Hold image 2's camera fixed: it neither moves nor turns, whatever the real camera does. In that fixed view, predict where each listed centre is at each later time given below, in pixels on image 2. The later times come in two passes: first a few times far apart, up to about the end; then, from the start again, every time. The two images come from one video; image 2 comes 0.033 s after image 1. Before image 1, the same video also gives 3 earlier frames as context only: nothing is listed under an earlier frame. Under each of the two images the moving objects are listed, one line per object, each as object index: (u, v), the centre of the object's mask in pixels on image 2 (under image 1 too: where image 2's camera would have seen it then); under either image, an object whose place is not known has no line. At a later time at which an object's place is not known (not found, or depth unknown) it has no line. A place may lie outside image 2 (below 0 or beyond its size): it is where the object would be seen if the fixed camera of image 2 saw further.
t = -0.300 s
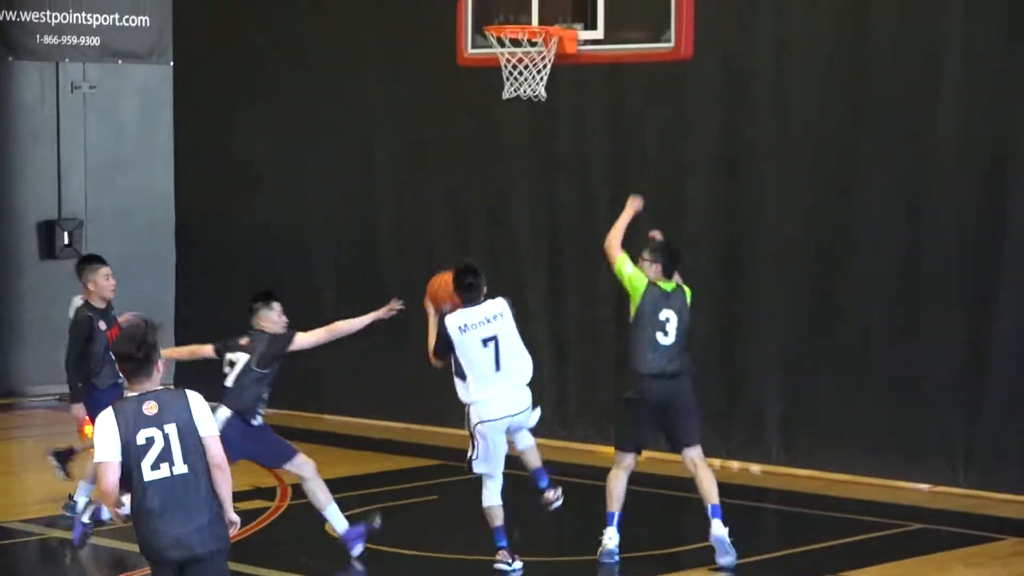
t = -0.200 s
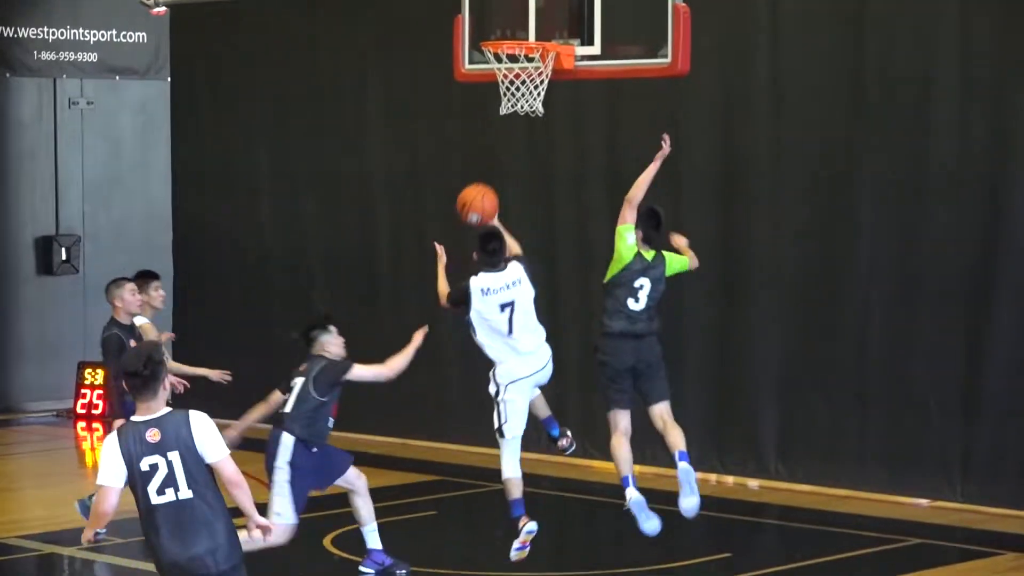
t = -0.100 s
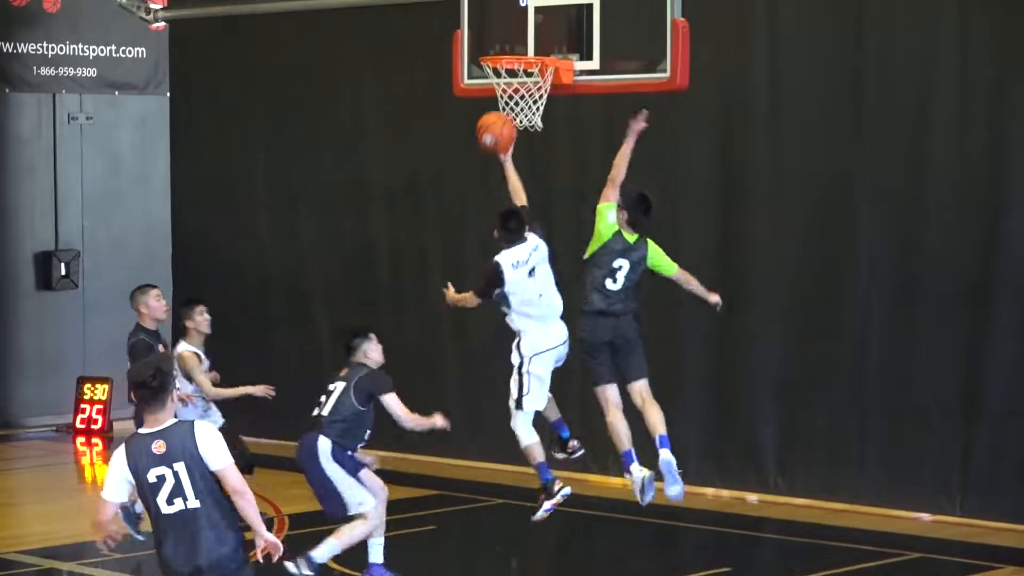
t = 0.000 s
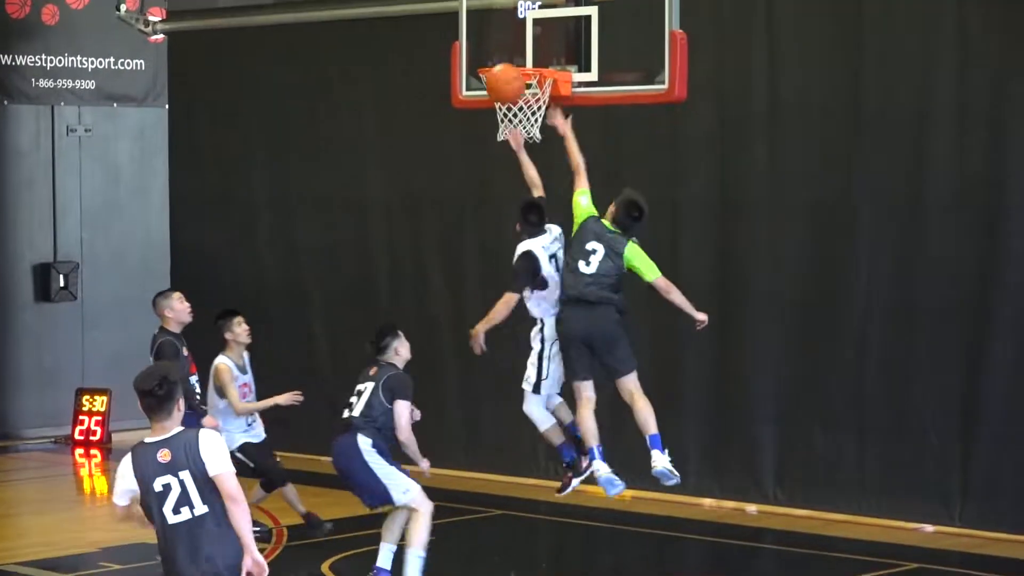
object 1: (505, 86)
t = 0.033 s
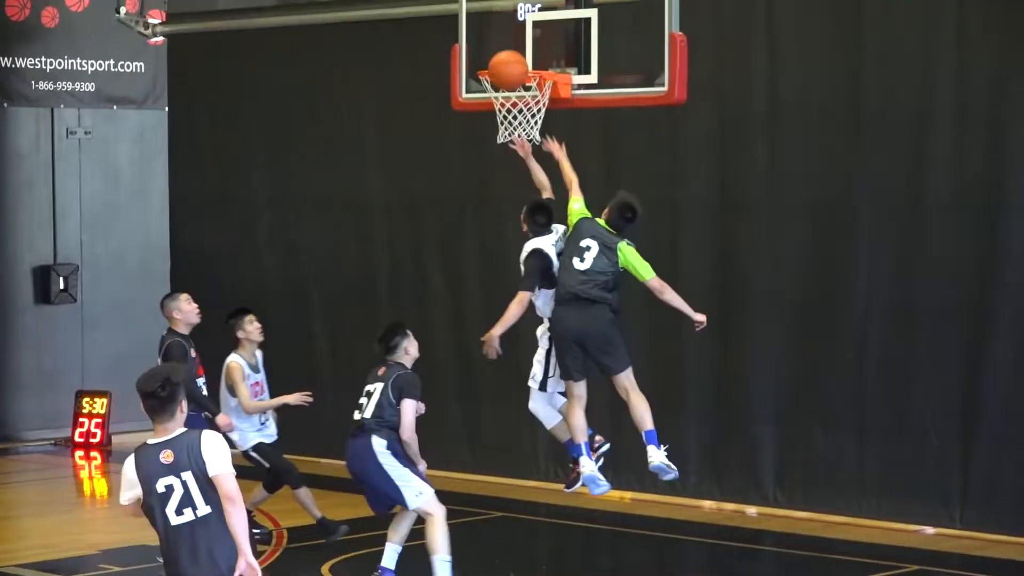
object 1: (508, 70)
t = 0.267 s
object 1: (531, 13)
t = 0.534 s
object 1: (556, 53)
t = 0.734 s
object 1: (576, 159)
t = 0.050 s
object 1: (510, 63)
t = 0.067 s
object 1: (511, 55)
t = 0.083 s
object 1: (512, 50)
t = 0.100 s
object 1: (514, 45)
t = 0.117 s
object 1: (515, 39)
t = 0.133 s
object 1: (517, 34)
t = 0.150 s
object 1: (519, 30)
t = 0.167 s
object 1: (521, 26)
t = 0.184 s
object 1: (522, 23)
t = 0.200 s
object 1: (524, 20)
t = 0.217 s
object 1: (525, 17)
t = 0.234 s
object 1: (527, 15)
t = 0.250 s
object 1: (529, 14)
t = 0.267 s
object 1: (531, 13)
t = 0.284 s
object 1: (532, 12)
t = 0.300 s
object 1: (534, 12)
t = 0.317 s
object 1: (535, 12)
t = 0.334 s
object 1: (537, 12)
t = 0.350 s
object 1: (539, 13)
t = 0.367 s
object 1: (541, 14)
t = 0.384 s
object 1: (543, 16)
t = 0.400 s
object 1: (544, 18)
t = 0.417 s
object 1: (545, 21)
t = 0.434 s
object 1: (547, 25)
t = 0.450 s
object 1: (549, 28)
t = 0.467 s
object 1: (550, 32)
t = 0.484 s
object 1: (552, 36)
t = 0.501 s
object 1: (553, 42)
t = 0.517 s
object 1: (555, 47)
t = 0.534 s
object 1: (556, 53)
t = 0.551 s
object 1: (558, 60)
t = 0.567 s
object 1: (560, 66)
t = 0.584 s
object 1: (561, 73)
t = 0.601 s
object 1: (562, 81)
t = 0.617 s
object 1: (563, 87)
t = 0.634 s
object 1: (567, 99)
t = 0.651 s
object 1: (568, 108)
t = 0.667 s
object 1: (569, 117)
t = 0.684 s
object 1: (571, 126)
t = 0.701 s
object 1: (573, 137)
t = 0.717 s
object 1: (574, 147)
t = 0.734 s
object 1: (576, 159)
